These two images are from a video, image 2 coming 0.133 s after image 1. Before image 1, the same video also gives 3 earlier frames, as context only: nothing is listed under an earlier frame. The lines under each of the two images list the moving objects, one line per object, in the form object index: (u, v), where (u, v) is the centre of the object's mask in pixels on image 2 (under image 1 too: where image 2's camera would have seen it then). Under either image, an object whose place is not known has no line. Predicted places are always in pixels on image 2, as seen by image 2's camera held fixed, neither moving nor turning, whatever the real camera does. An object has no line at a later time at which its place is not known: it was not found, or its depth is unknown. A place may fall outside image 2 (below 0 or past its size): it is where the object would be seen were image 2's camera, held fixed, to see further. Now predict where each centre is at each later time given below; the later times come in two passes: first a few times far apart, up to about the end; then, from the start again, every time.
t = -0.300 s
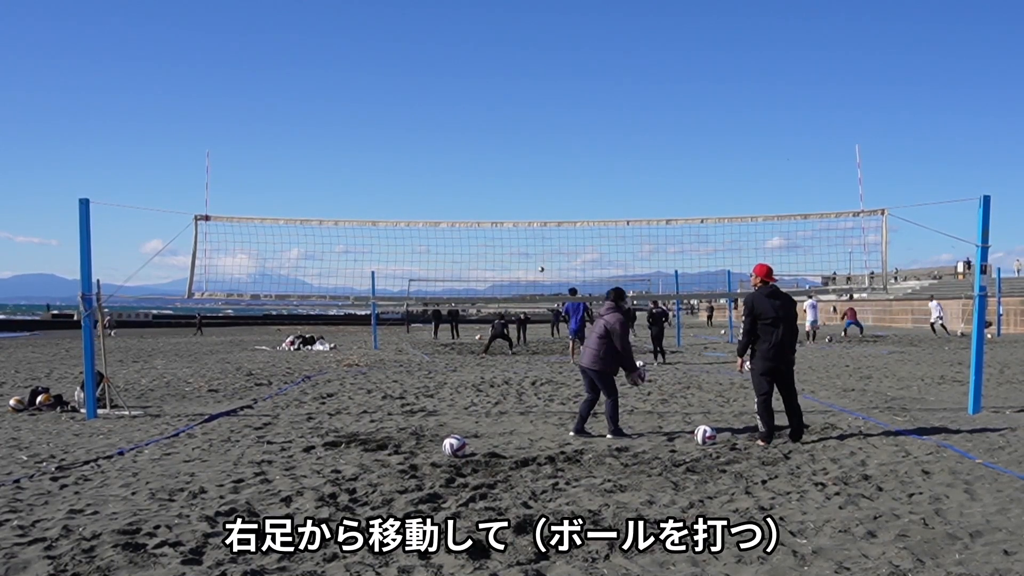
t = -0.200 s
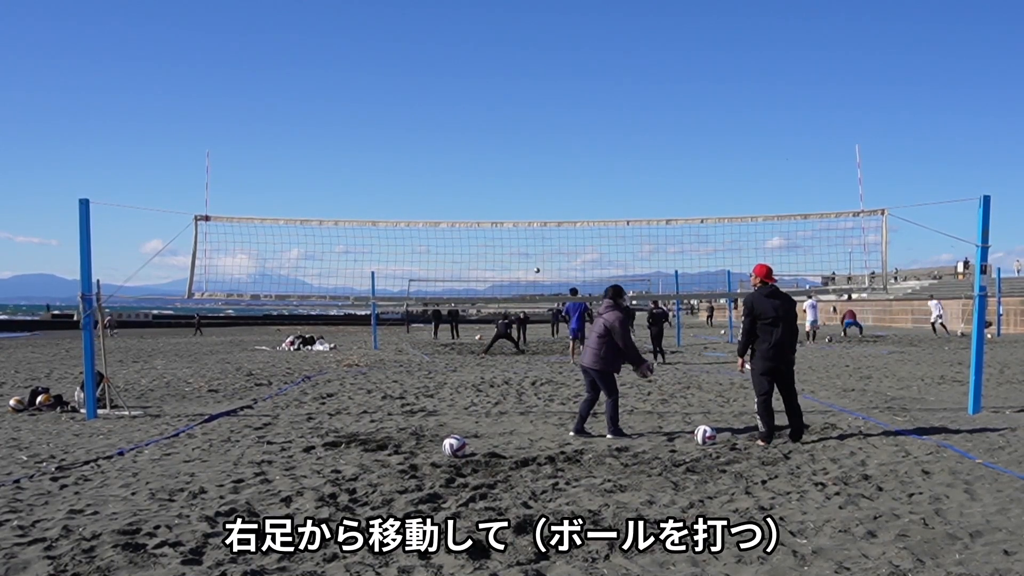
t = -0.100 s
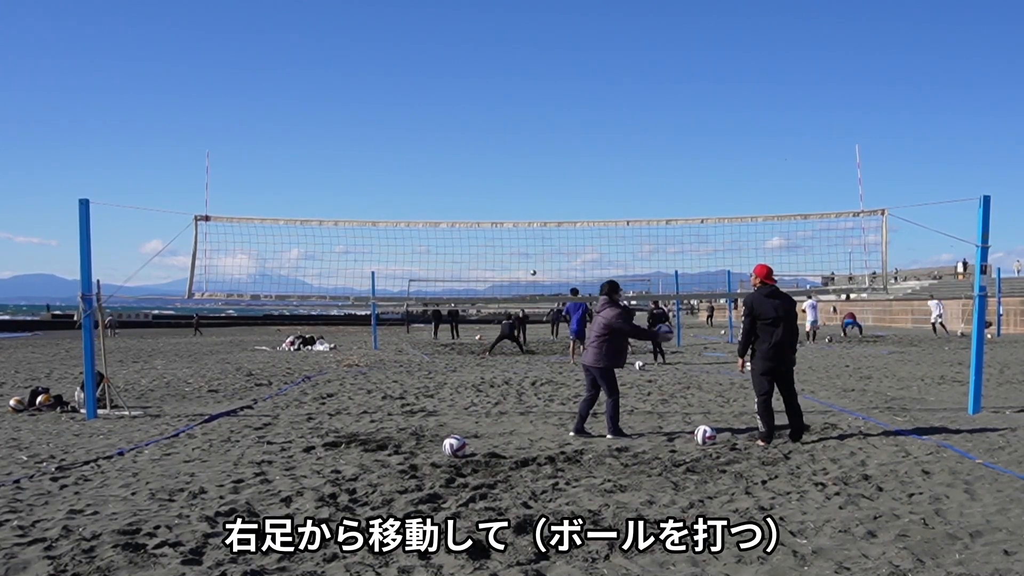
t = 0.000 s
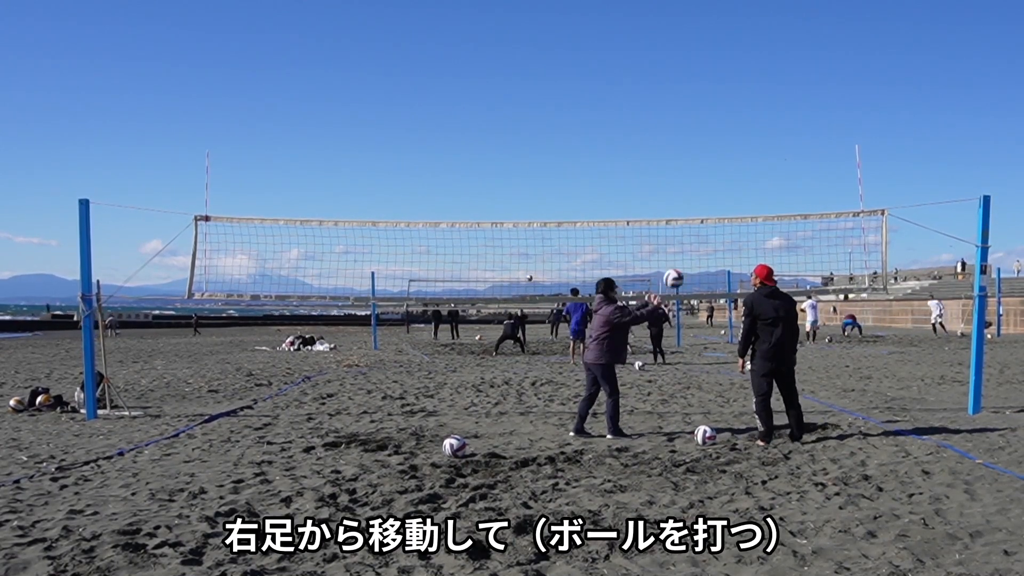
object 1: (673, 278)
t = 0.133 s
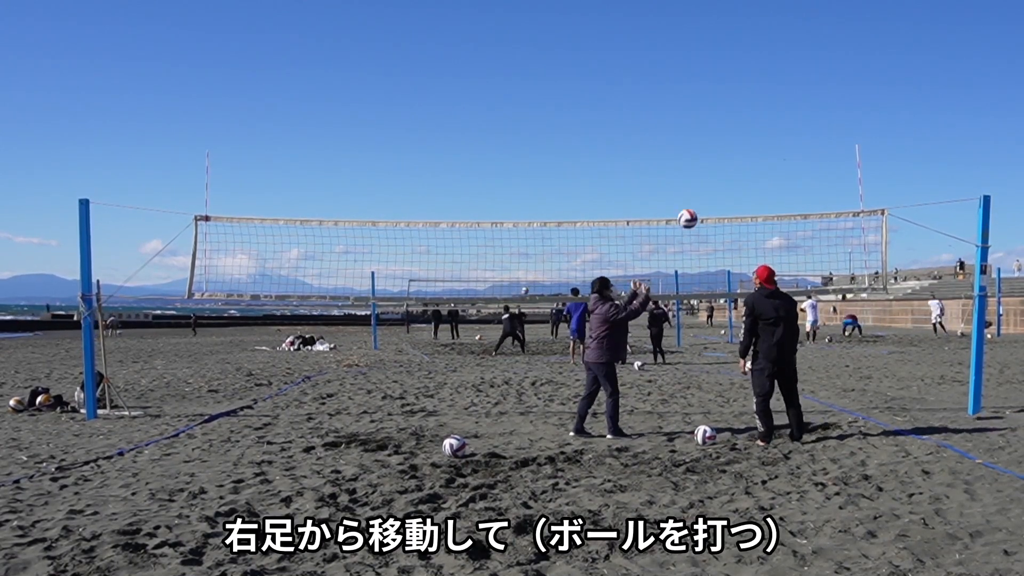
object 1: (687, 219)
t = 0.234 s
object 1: (698, 185)
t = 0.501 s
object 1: (729, 141)
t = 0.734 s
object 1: (762, 155)
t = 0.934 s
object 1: (795, 206)
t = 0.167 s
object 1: (691, 206)
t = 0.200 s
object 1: (694, 195)
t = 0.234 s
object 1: (698, 185)
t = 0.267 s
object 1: (701, 176)
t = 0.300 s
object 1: (705, 168)
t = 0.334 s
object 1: (709, 161)
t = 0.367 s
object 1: (713, 155)
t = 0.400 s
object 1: (717, 150)
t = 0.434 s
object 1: (721, 146)
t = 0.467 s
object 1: (725, 143)
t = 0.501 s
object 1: (729, 141)
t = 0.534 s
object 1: (733, 140)
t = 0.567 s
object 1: (738, 140)
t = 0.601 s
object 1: (743, 141)
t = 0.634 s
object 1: (747, 144)
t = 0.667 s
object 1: (752, 147)
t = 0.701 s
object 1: (757, 151)
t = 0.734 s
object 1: (762, 155)
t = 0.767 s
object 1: (767, 162)
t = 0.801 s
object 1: (773, 169)
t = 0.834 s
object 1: (778, 177)
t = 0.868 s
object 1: (784, 185)
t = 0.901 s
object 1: (789, 195)
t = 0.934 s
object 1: (795, 206)
